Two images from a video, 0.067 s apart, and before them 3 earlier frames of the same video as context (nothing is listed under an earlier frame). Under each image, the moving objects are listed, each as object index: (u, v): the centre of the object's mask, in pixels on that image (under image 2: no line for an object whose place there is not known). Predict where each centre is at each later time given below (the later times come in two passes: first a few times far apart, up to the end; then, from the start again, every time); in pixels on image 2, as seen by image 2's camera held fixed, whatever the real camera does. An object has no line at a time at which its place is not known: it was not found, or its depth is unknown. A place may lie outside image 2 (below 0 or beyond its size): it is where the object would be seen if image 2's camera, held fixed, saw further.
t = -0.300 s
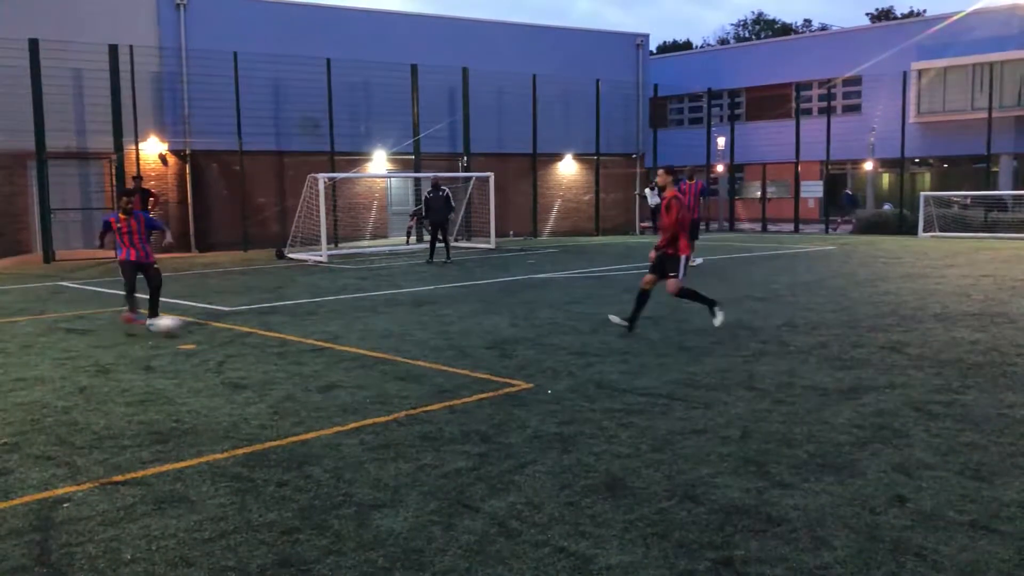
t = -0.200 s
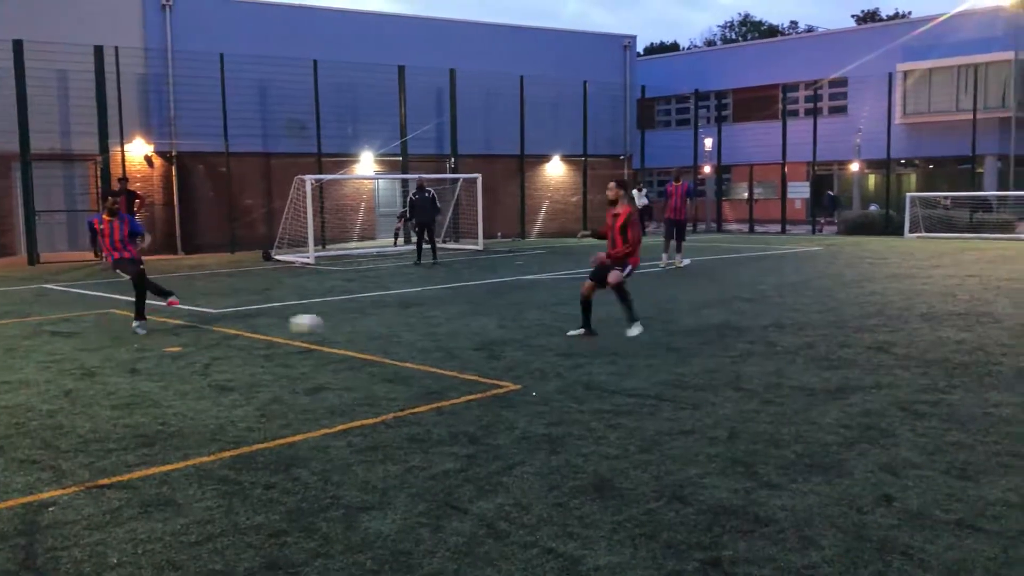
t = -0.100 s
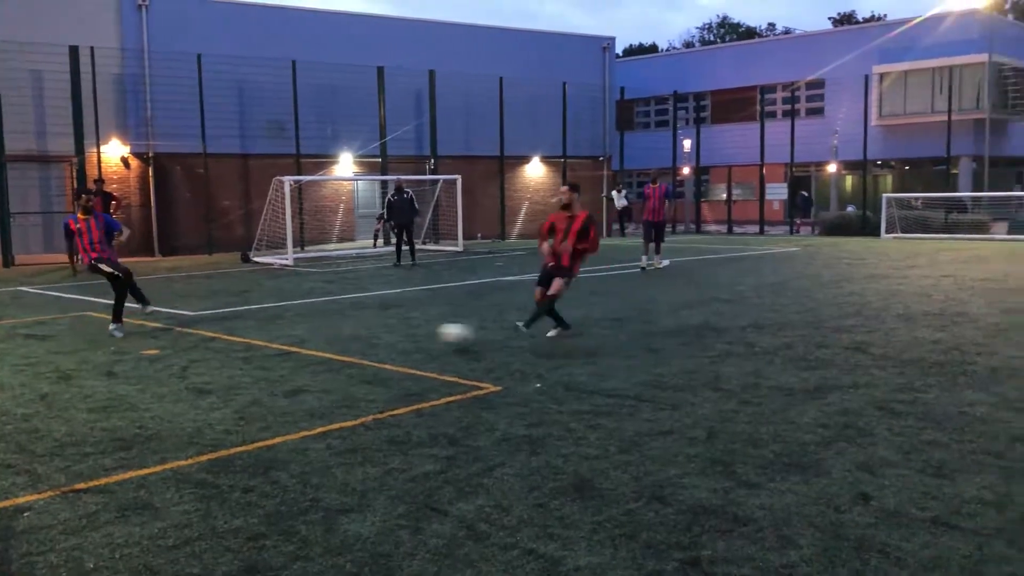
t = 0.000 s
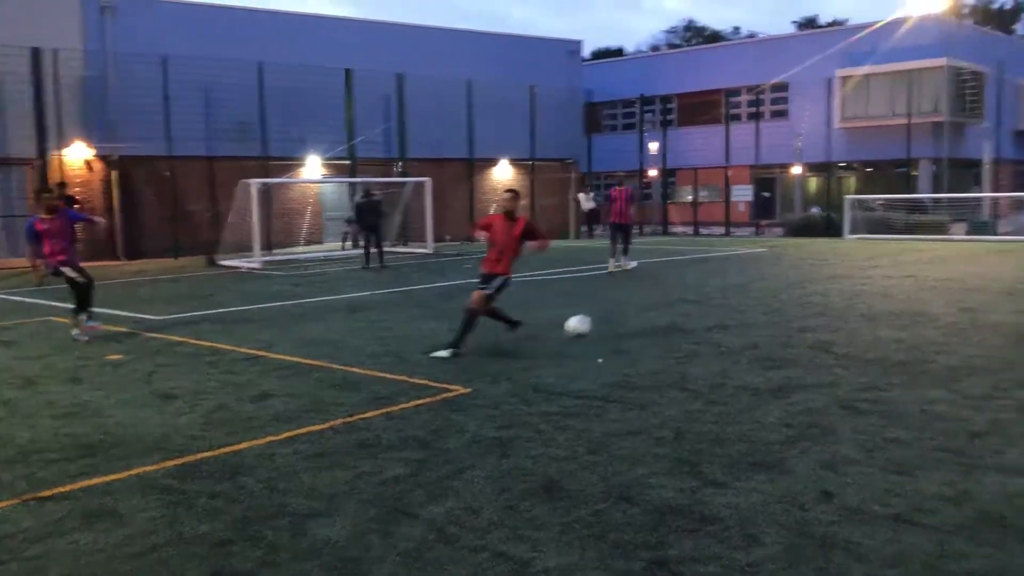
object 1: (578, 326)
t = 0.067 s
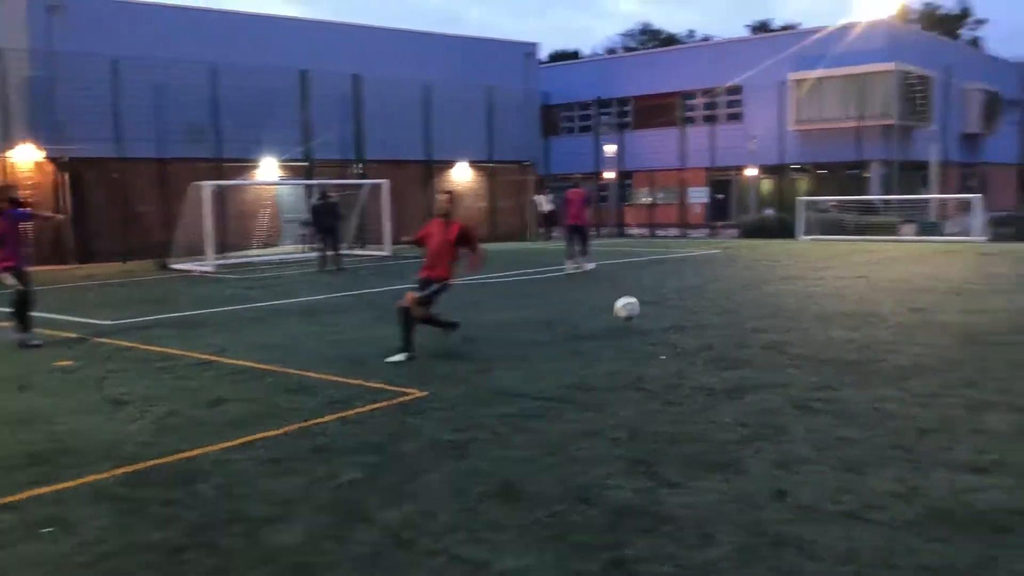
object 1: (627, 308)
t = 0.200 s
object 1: (808, 284)
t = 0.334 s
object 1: (991, 281)
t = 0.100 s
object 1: (672, 298)
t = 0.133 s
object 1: (717, 293)
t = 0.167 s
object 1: (763, 288)
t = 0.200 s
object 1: (808, 284)
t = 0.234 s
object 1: (854, 281)
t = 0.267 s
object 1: (899, 280)
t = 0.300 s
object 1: (943, 280)
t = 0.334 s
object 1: (991, 281)
